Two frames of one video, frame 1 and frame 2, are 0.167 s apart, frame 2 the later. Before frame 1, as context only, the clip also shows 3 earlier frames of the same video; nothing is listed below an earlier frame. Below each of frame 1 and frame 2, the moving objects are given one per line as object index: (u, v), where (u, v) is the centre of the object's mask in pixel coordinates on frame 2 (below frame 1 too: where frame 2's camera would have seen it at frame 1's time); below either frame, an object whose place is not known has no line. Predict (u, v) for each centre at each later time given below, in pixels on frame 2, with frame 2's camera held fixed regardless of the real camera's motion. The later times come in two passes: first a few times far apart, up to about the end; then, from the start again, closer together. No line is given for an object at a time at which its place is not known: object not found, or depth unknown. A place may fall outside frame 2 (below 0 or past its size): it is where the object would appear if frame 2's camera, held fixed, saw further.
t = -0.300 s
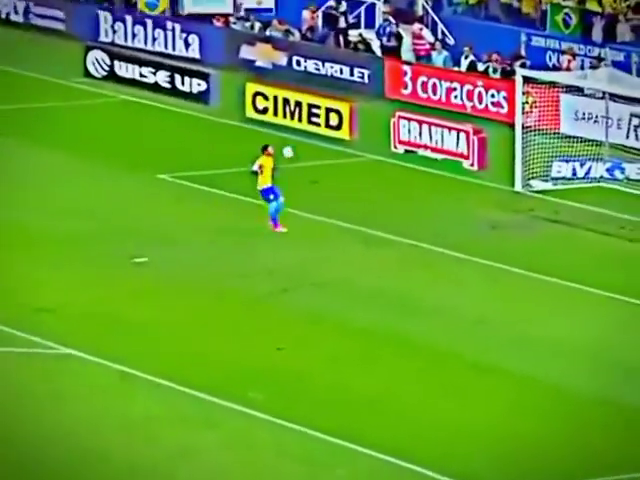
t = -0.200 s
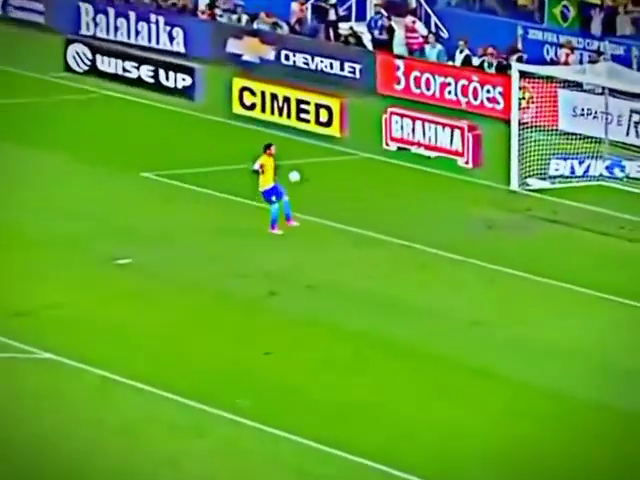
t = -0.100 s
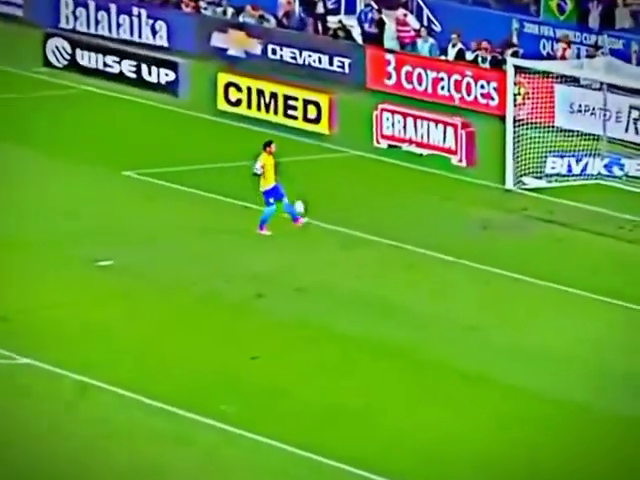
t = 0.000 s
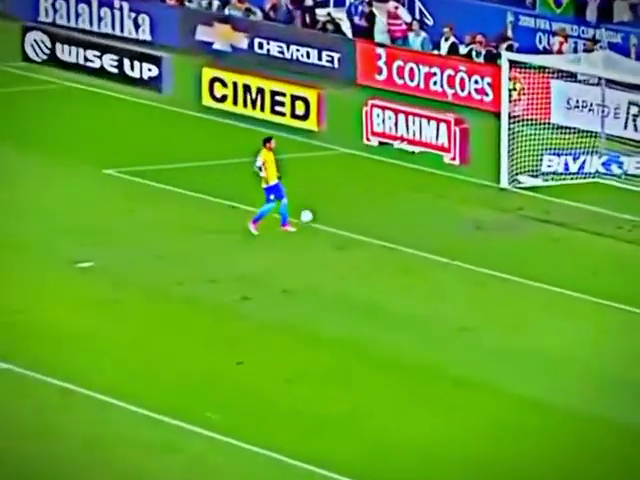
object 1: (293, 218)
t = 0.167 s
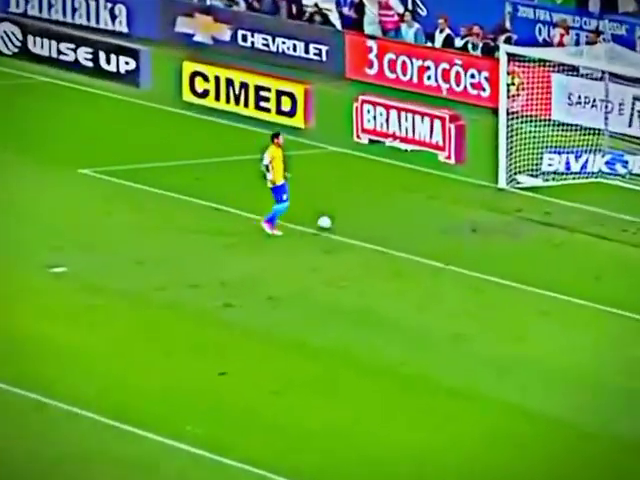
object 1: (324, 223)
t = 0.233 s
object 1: (335, 220)
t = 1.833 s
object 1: (585, 231)
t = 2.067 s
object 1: (616, 232)
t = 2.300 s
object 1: (646, 233)
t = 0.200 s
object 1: (330, 221)
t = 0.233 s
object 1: (335, 220)
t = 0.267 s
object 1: (341, 220)
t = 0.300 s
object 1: (347, 220)
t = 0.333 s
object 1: (353, 221)
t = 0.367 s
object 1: (358, 223)
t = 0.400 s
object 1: (363, 224)
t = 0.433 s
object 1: (369, 228)
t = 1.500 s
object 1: (539, 230)
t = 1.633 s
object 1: (558, 231)
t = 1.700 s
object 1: (567, 230)
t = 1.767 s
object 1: (576, 231)
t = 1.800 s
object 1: (581, 230)
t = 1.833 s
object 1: (585, 231)
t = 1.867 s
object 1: (590, 231)
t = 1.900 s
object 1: (593, 231)
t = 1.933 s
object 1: (598, 232)
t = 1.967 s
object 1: (602, 232)
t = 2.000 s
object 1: (607, 233)
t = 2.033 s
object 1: (611, 232)
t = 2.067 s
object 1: (616, 232)
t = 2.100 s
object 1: (621, 233)
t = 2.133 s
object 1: (625, 232)
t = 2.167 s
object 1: (629, 232)
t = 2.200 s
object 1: (632, 232)
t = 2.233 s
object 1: (637, 233)
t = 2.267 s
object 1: (641, 233)
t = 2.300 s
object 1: (646, 233)
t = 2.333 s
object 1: (650, 234)
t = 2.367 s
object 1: (654, 234)
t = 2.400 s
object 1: (658, 234)
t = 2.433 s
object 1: (663, 234)
